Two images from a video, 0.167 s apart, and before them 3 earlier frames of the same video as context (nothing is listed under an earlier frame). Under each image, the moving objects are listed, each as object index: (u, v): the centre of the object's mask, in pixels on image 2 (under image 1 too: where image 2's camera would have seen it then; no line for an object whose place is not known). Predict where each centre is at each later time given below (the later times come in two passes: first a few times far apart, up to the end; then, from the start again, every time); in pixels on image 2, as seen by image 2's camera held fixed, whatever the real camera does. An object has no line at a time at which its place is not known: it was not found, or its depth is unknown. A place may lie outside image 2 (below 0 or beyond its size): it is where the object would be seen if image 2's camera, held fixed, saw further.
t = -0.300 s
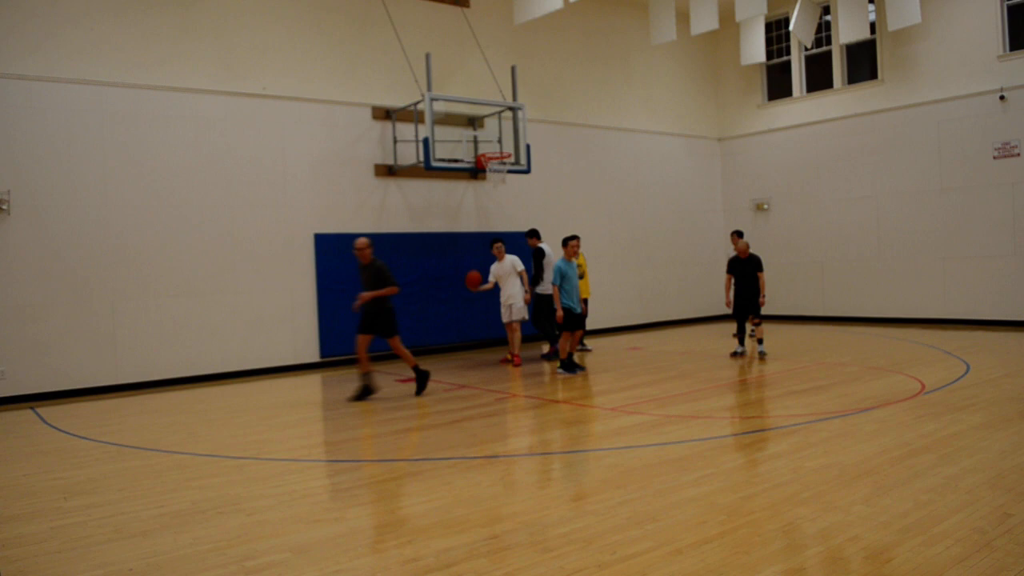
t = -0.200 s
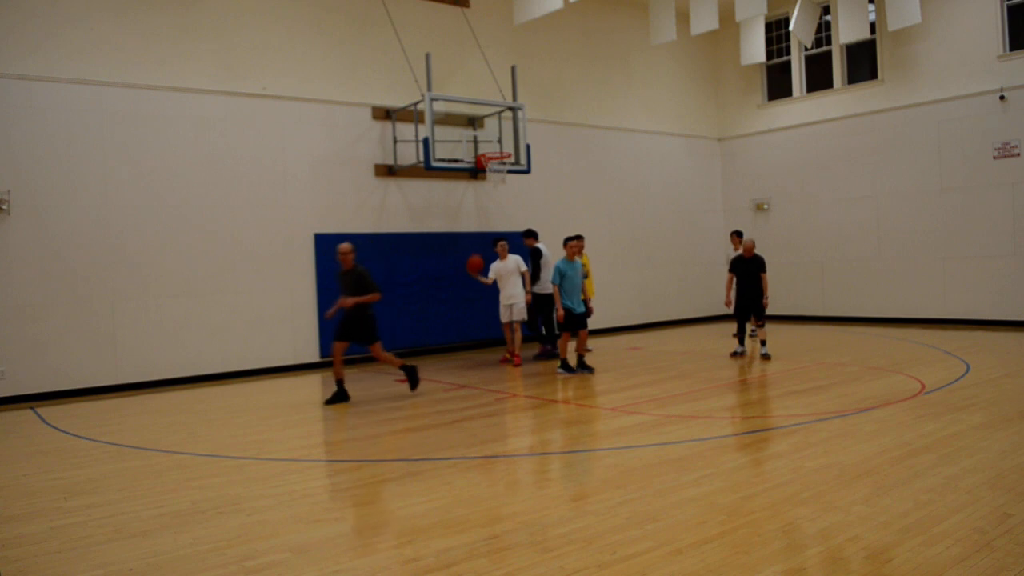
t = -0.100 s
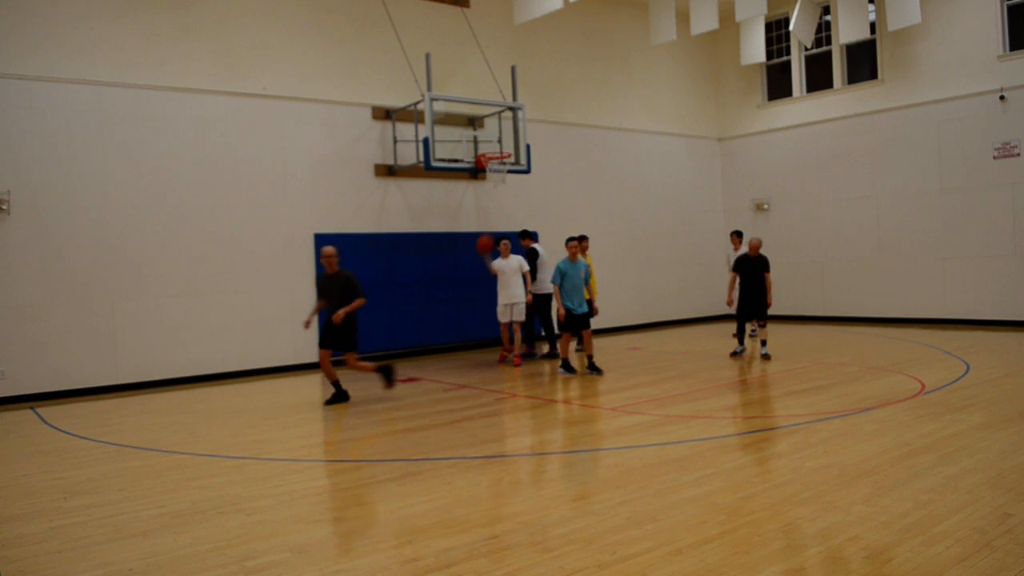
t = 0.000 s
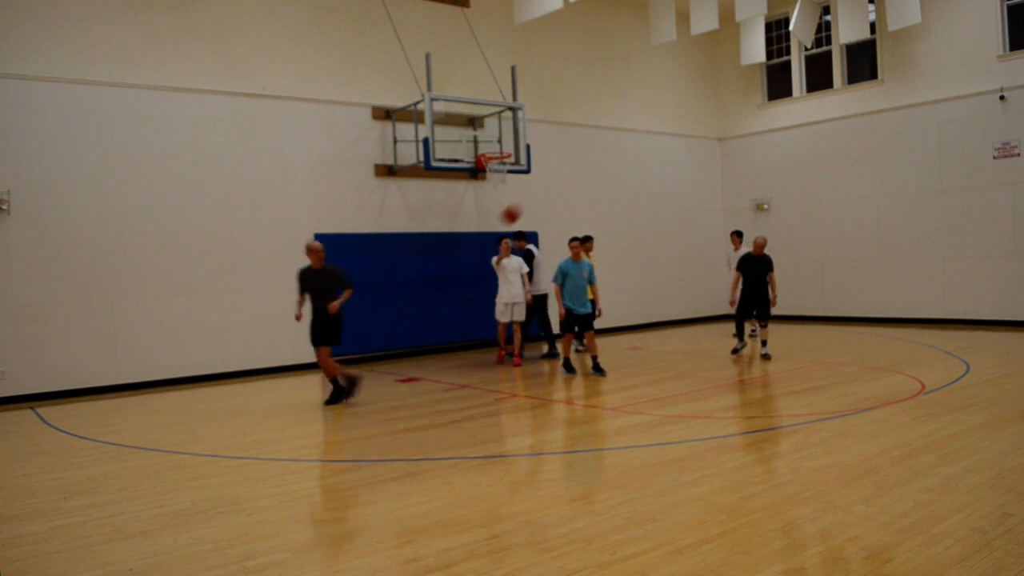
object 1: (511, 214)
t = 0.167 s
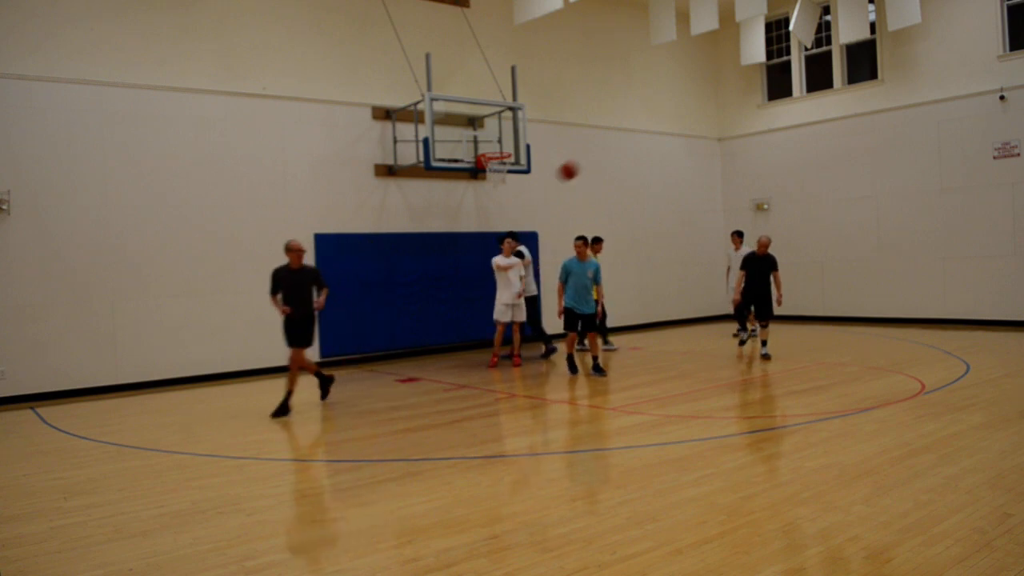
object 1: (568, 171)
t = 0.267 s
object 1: (605, 153)
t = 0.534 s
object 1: (720, 140)
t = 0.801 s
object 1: (860, 194)
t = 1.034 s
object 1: (1005, 312)
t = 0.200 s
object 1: (580, 164)
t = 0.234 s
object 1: (593, 158)
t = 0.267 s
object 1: (605, 153)
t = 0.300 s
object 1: (619, 148)
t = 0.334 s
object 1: (631, 145)
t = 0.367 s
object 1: (646, 142)
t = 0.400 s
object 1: (660, 140)
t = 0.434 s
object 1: (675, 138)
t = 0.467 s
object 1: (690, 138)
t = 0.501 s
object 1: (705, 139)
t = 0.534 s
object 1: (720, 140)
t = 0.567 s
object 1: (735, 143)
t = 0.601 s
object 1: (753, 147)
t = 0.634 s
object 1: (770, 151)
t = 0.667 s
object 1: (787, 158)
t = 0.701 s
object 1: (804, 165)
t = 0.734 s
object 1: (822, 173)
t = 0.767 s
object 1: (840, 183)
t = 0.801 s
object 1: (860, 194)
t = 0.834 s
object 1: (879, 206)
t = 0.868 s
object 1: (899, 220)
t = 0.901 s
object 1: (920, 236)
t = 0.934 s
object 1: (941, 253)
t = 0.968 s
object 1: (961, 271)
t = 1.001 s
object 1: (983, 290)
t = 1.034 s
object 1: (1005, 312)
